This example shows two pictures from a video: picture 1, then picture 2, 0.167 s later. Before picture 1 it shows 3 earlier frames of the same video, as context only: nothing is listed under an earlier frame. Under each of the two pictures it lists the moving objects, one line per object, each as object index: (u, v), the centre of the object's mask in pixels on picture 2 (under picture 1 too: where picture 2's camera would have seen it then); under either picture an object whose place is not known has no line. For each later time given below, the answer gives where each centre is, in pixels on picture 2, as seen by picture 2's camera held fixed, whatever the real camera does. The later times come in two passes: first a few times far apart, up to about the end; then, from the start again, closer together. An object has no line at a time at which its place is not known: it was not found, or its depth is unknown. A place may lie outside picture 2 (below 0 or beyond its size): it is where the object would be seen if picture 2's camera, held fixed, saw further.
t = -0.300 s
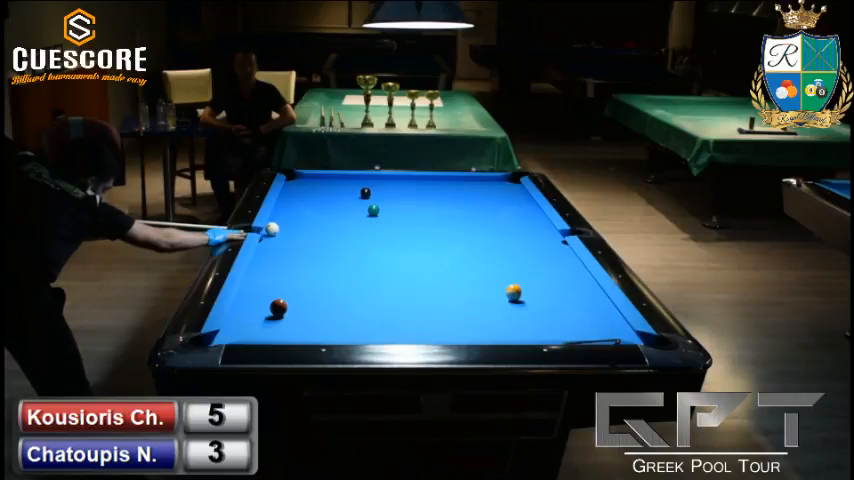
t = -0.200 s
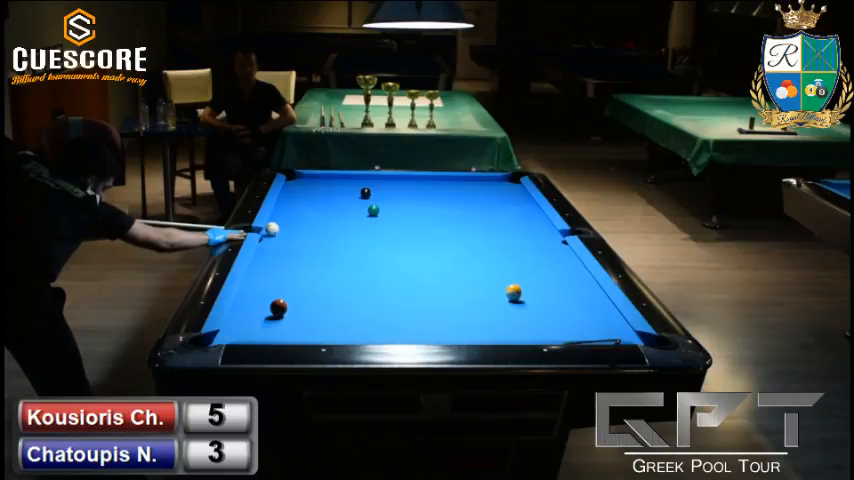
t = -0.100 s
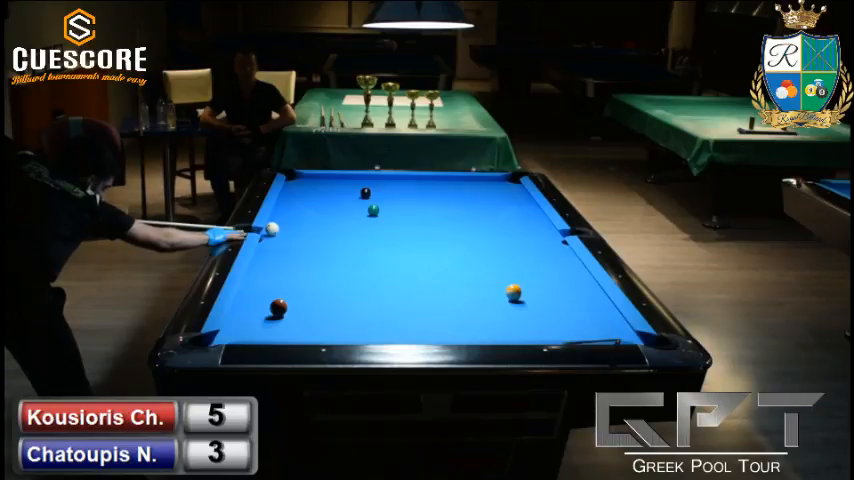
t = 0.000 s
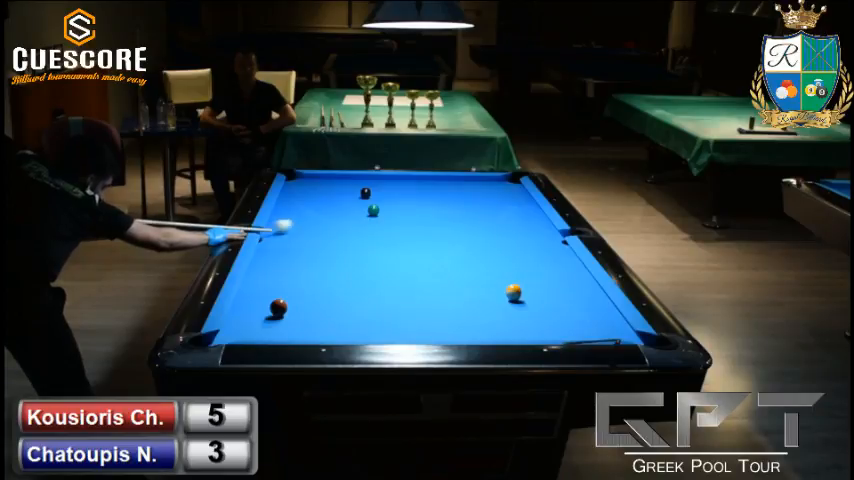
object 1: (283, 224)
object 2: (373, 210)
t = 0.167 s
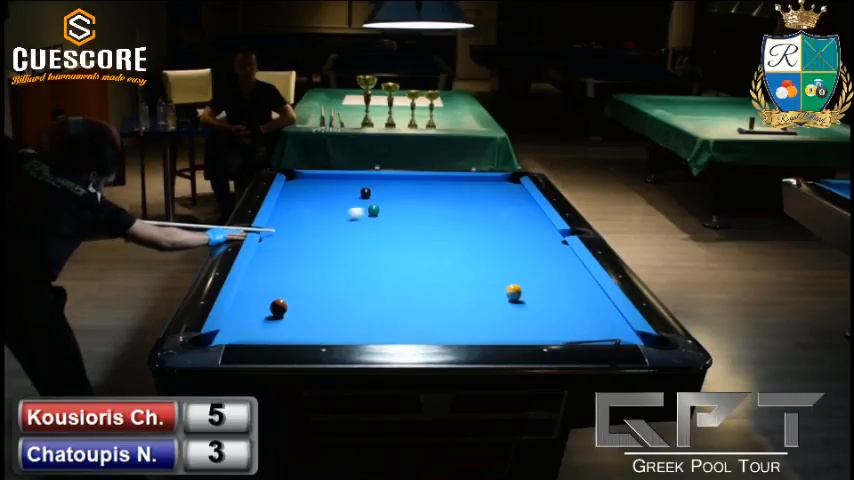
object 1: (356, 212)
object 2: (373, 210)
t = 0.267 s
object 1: (367, 211)
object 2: (396, 205)
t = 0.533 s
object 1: (373, 212)
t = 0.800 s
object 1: (379, 214)
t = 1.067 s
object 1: (383, 214)
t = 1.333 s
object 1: (386, 215)
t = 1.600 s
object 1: (389, 216)
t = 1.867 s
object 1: (390, 216)
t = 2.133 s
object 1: (391, 216)
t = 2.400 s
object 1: (391, 216)
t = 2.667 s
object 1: (391, 216)
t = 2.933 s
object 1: (390, 216)
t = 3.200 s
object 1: (390, 216)
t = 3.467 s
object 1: (390, 216)
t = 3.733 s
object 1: (390, 216)
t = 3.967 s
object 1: (390, 216)
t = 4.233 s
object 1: (390, 216)
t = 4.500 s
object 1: (390, 217)
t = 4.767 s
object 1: (390, 217)
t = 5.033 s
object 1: (390, 217)
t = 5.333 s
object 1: (390, 217)
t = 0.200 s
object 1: (365, 211)
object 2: (377, 209)
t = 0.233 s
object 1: (366, 211)
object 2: (387, 207)
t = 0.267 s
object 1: (367, 211)
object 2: (396, 205)
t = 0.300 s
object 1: (368, 211)
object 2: (406, 203)
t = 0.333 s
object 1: (369, 211)
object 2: (415, 201)
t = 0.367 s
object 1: (369, 211)
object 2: (423, 199)
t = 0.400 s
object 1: (370, 212)
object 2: (431, 197)
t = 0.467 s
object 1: (372, 212)
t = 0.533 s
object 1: (373, 212)
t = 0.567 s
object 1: (374, 213)
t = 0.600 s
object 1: (375, 213)
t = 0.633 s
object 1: (375, 213)
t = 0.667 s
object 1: (376, 213)
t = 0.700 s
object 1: (377, 213)
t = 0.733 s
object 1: (377, 213)
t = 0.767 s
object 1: (378, 214)
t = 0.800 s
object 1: (379, 214)
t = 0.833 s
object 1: (379, 214)
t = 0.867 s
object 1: (380, 214)
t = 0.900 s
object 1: (380, 214)
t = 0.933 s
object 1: (381, 214)
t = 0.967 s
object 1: (382, 214)
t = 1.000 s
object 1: (382, 215)
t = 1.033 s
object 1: (383, 214)
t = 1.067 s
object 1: (383, 214)
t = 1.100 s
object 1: (384, 215)
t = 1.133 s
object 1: (384, 215)
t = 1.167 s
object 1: (384, 215)
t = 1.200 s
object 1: (385, 215)
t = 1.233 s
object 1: (385, 215)
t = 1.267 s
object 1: (386, 215)
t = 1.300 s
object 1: (386, 215)
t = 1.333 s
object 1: (386, 215)
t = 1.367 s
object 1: (387, 216)
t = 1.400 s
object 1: (387, 216)
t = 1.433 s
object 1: (387, 216)
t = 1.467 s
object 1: (388, 216)
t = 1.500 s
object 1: (388, 216)
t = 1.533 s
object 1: (388, 216)
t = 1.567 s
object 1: (389, 216)
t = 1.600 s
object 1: (389, 216)
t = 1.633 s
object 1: (389, 216)
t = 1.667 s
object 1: (389, 216)
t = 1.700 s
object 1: (389, 216)
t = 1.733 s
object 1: (390, 216)
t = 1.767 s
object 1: (390, 216)
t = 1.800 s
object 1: (390, 216)
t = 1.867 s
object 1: (390, 216)
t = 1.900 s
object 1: (390, 216)
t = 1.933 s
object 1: (390, 216)
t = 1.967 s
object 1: (390, 216)
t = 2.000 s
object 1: (390, 216)
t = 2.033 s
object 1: (391, 216)
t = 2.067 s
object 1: (391, 216)
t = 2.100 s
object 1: (391, 216)
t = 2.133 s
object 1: (391, 216)
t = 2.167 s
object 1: (391, 216)
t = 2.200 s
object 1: (391, 216)
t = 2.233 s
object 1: (391, 216)
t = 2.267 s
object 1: (391, 216)
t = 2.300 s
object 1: (391, 216)
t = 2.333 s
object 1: (391, 216)
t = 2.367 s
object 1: (391, 216)
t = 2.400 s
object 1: (391, 216)
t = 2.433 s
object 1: (391, 216)
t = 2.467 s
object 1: (391, 216)
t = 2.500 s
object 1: (391, 216)
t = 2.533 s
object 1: (391, 216)
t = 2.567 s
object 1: (391, 216)
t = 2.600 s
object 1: (391, 216)
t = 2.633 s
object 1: (391, 216)
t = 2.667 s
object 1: (391, 216)
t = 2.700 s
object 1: (391, 216)
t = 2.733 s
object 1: (391, 216)
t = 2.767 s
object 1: (391, 216)
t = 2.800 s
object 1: (391, 216)
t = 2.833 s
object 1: (391, 216)
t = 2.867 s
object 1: (391, 216)
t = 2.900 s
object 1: (391, 216)
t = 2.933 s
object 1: (390, 216)
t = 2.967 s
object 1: (390, 216)
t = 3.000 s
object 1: (390, 216)
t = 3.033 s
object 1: (390, 216)
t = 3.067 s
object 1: (390, 216)
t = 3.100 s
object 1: (390, 216)
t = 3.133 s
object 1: (390, 216)
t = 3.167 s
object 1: (390, 216)
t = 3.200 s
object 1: (390, 216)
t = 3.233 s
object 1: (390, 216)
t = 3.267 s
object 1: (390, 216)
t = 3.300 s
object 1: (390, 216)
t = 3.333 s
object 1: (390, 216)
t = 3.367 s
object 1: (390, 216)
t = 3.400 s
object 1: (390, 216)
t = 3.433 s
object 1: (390, 216)
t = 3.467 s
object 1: (390, 216)
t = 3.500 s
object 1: (390, 216)
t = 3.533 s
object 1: (390, 216)
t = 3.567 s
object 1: (390, 216)
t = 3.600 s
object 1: (390, 216)
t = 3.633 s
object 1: (390, 216)
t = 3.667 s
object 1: (390, 216)
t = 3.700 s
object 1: (390, 216)
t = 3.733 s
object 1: (390, 216)
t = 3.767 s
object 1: (390, 216)
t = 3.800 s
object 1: (390, 216)
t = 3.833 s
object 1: (390, 216)
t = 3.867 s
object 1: (390, 216)
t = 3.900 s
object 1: (390, 216)
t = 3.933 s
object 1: (390, 216)
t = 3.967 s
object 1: (390, 216)
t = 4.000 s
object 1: (390, 216)
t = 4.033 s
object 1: (390, 216)
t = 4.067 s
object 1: (390, 216)
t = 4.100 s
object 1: (390, 216)
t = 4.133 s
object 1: (390, 216)
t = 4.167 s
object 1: (390, 216)
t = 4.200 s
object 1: (390, 216)
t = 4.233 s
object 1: (390, 216)
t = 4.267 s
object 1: (390, 217)
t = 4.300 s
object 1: (390, 217)
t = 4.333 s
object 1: (390, 216)
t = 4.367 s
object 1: (390, 217)
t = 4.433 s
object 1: (390, 217)
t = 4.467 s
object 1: (390, 217)
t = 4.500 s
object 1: (390, 217)
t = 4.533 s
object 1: (390, 217)
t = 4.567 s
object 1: (390, 217)
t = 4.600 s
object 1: (390, 217)
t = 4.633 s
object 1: (390, 217)
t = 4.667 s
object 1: (390, 217)
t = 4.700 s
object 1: (390, 217)
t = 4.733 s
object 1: (390, 217)
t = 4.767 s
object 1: (390, 217)
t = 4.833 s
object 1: (390, 217)
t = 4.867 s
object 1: (390, 217)
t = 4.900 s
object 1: (390, 217)
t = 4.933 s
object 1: (390, 217)
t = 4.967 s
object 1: (390, 217)
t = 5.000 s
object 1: (390, 217)
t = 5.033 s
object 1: (390, 217)
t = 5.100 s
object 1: (390, 217)
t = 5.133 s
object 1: (390, 217)
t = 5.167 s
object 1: (390, 217)
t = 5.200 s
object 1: (390, 217)
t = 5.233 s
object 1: (390, 217)
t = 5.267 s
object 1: (390, 217)
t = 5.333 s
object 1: (390, 217)
